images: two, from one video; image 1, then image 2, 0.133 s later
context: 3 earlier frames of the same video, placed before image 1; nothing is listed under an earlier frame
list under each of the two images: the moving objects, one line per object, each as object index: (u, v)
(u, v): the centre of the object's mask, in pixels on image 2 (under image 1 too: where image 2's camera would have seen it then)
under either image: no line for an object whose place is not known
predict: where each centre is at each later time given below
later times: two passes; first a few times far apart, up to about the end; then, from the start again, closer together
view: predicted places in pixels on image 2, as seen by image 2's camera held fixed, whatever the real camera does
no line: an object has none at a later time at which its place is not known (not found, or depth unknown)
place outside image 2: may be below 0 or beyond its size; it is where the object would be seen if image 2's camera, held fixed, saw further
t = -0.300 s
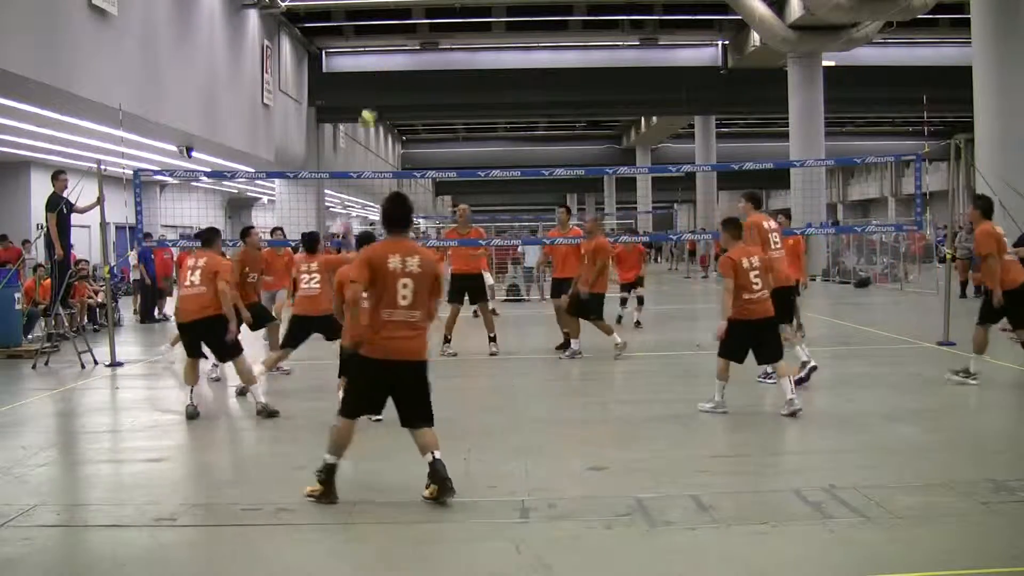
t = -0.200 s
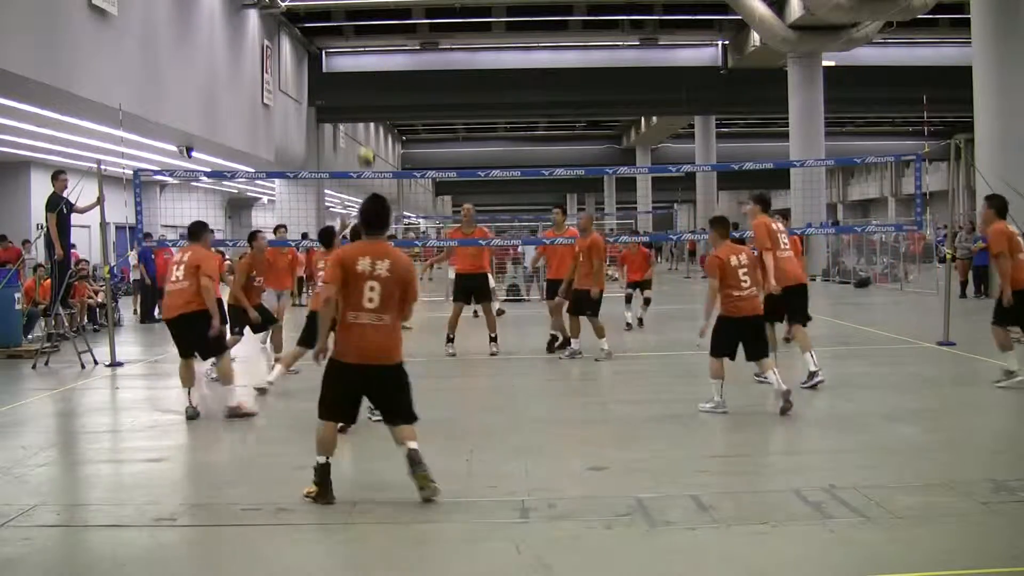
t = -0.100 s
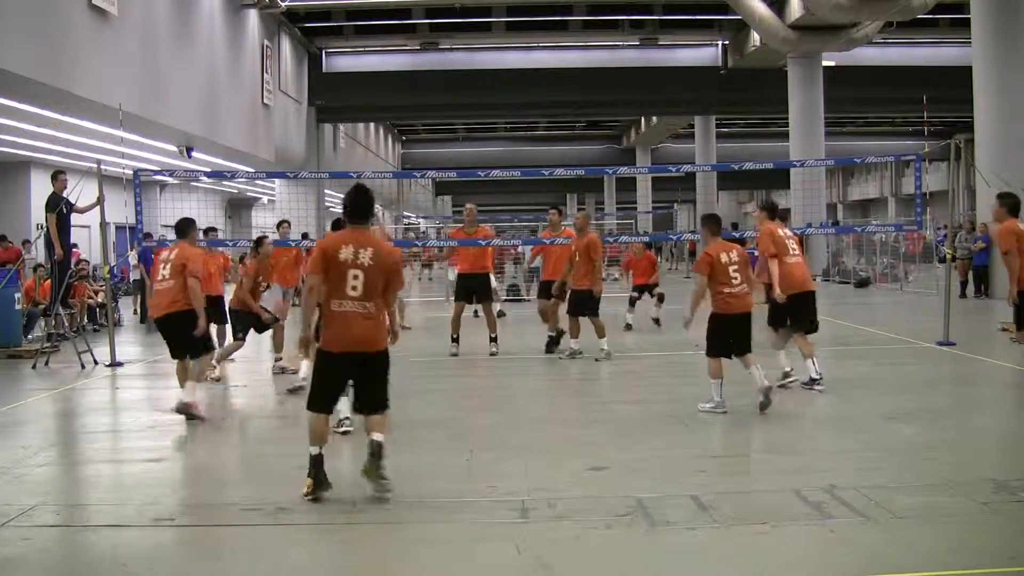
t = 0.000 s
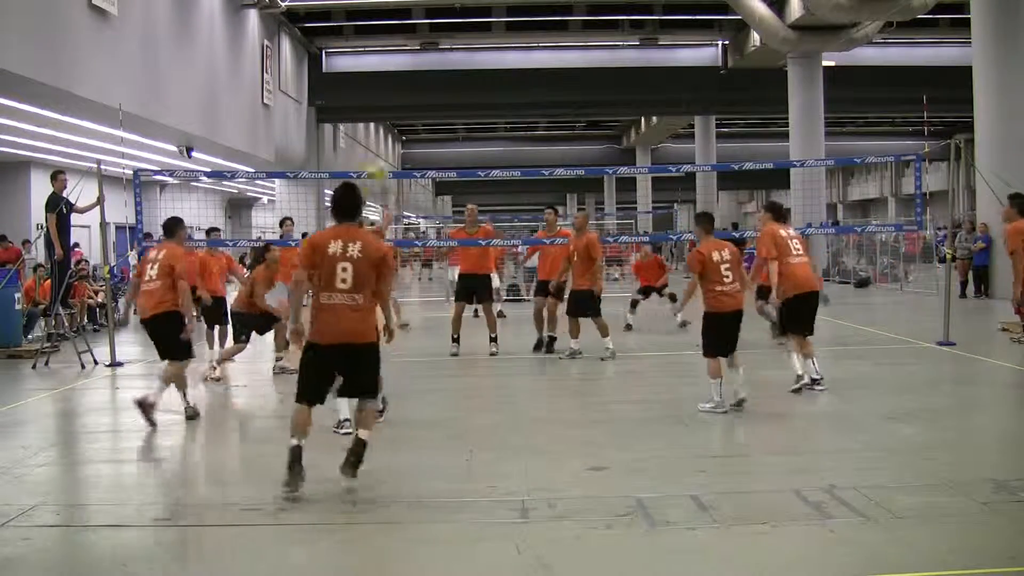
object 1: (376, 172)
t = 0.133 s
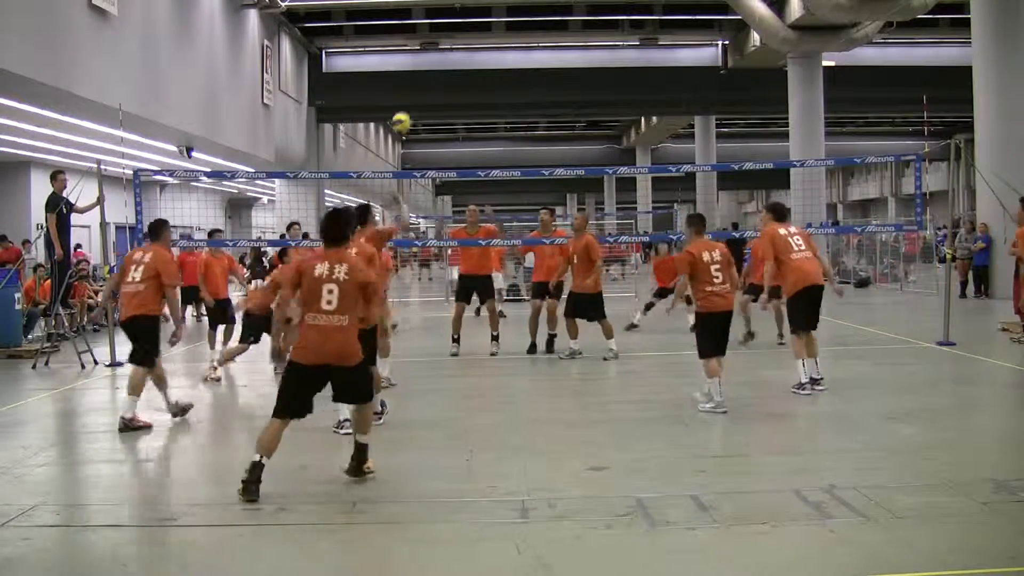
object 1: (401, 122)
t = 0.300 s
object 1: (430, 87)
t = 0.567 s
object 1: (474, 83)
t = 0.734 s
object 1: (500, 111)
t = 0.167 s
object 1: (407, 112)
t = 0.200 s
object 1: (413, 105)
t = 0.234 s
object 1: (419, 98)
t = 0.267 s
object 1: (425, 91)
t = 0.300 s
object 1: (430, 87)
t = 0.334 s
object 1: (436, 83)
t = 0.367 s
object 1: (441, 80)
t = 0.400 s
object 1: (447, 79)
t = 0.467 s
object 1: (458, 78)
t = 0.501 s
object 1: (463, 78)
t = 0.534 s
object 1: (469, 80)
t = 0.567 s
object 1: (474, 83)
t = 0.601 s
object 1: (480, 87)
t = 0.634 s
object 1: (485, 92)
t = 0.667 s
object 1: (490, 97)
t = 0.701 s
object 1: (495, 105)
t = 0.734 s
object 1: (500, 111)
